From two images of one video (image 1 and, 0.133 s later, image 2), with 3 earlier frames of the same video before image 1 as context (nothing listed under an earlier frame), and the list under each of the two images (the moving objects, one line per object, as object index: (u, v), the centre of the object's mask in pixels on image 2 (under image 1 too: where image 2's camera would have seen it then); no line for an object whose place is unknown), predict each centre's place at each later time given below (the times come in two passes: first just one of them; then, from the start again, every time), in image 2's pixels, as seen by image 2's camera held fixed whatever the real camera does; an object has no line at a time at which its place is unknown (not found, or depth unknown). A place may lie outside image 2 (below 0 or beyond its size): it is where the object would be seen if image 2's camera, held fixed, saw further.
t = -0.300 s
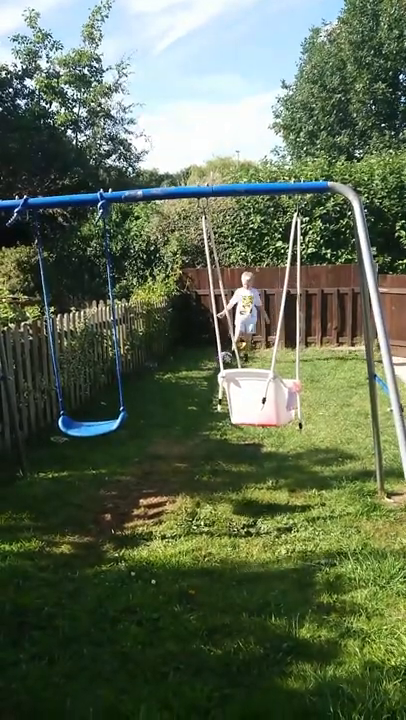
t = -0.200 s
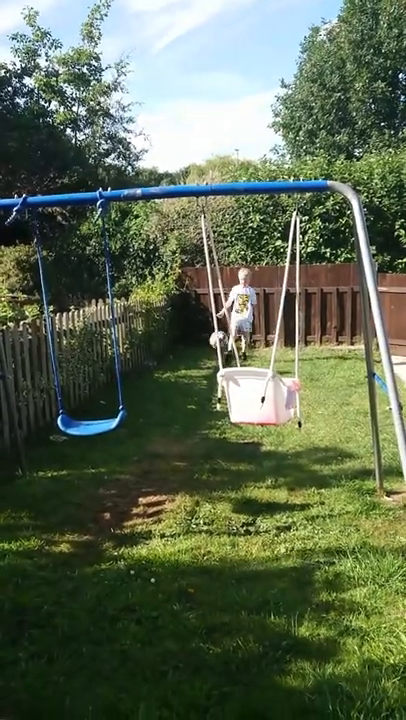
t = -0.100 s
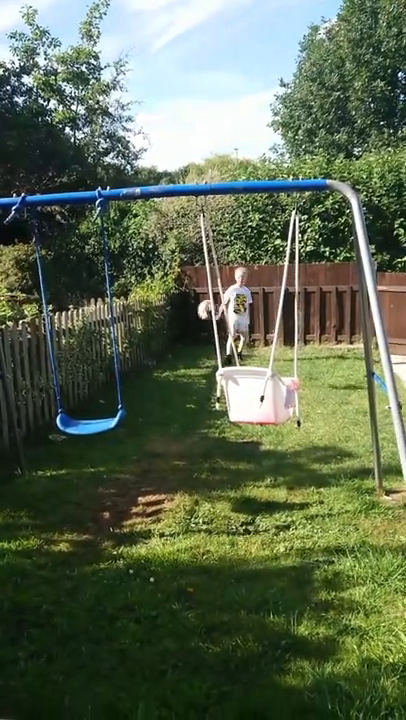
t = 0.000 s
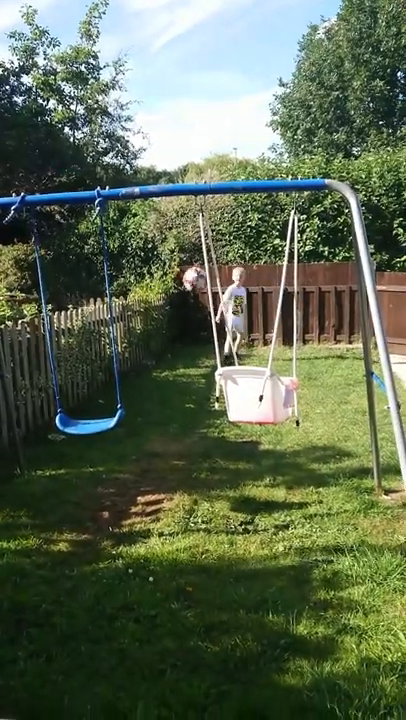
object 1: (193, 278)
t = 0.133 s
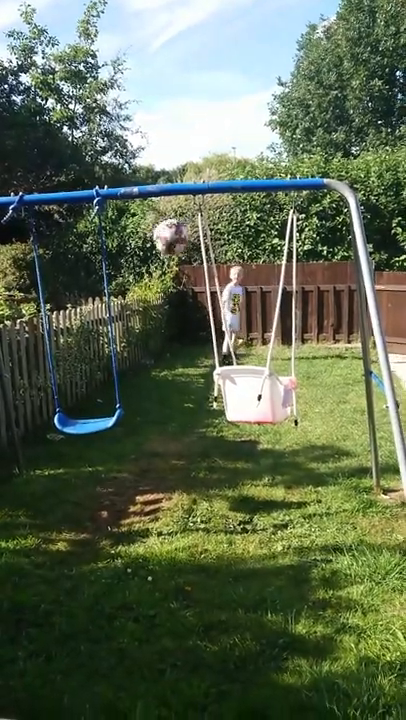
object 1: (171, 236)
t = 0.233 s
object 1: (141, 202)
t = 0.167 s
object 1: (162, 224)
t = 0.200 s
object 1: (153, 214)
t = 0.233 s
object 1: (141, 202)
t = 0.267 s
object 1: (150, 223)
